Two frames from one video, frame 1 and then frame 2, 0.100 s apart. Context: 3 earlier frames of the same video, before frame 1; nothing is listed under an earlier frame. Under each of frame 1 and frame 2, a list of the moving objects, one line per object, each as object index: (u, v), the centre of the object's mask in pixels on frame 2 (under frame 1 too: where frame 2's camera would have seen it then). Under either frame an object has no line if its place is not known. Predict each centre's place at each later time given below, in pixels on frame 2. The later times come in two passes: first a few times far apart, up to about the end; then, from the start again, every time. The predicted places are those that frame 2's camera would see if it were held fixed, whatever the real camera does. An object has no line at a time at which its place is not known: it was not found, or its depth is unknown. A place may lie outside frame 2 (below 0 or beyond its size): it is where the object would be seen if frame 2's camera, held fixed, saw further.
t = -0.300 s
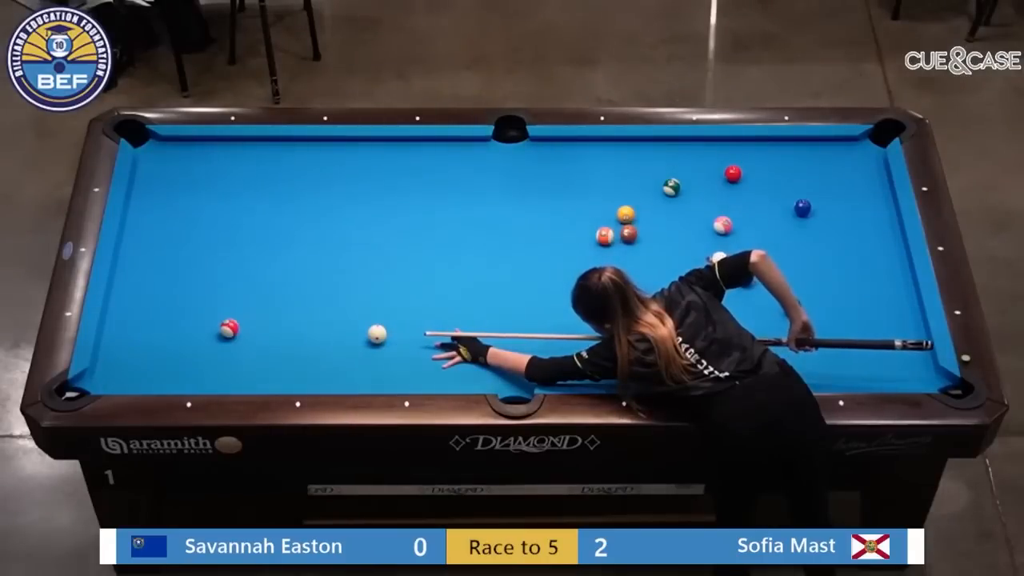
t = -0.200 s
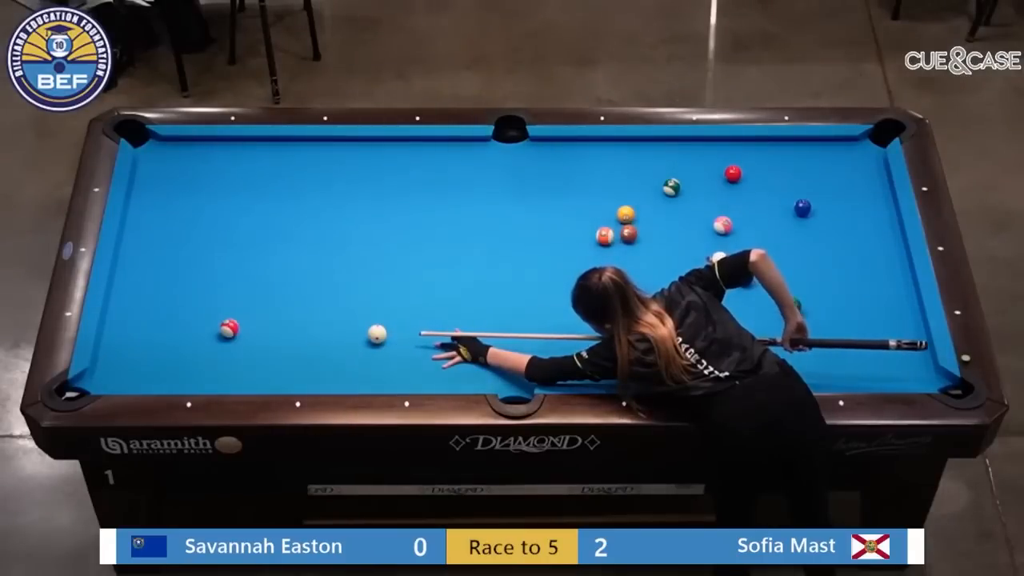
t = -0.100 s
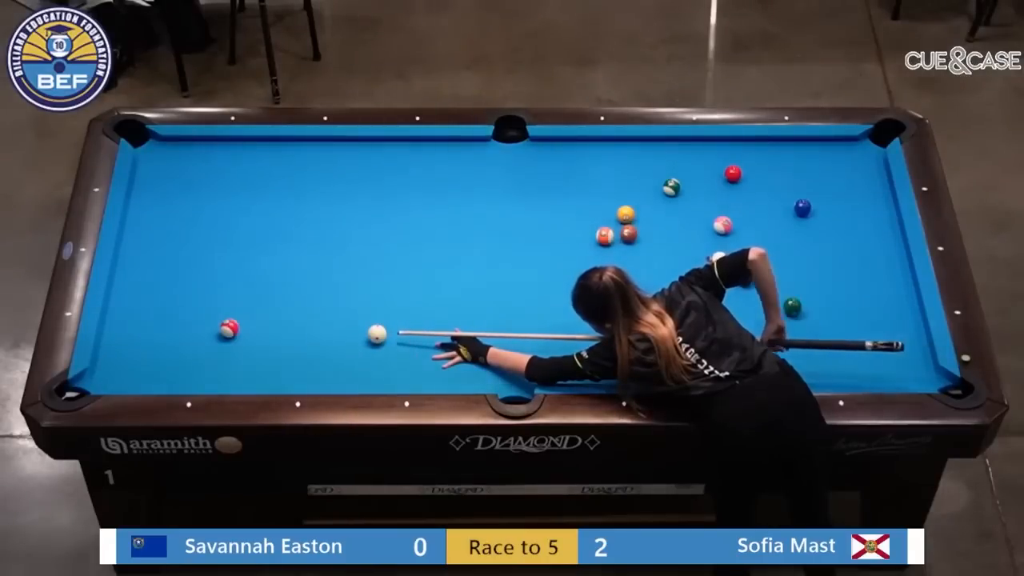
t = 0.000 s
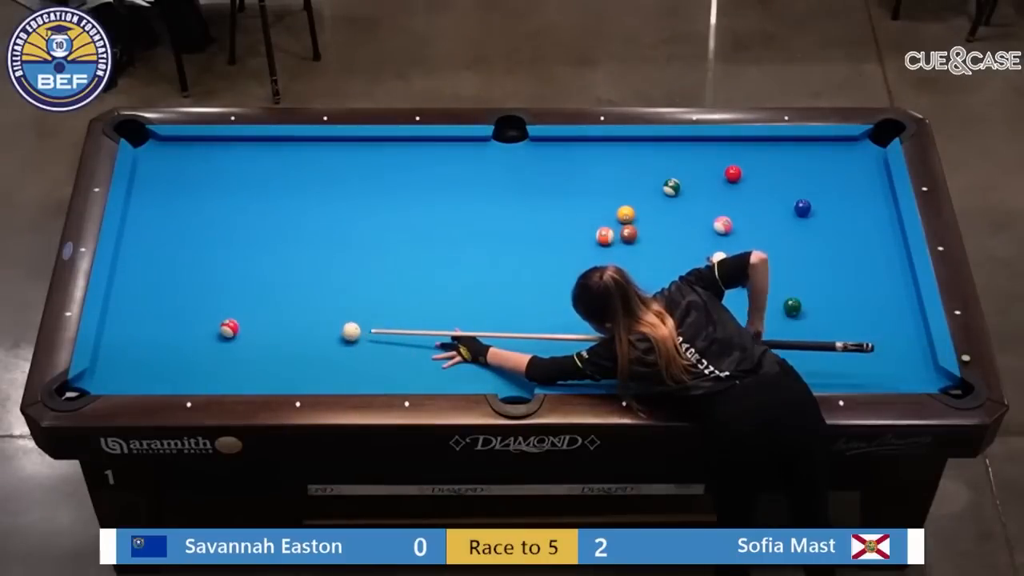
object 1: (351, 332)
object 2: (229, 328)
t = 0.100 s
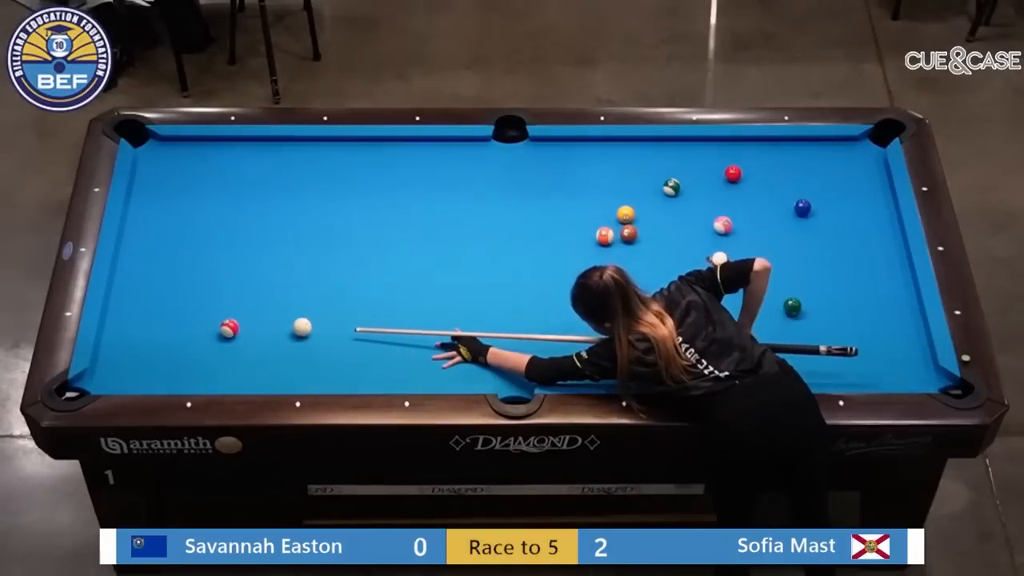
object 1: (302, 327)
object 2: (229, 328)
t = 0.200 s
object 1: (265, 324)
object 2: (229, 328)
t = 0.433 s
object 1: (219, 301)
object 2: (195, 341)
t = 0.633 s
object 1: (186, 281)
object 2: (164, 354)
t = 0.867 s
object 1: (150, 258)
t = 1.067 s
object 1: (125, 239)
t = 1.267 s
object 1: (147, 222)
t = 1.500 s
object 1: (170, 204)
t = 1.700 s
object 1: (189, 189)
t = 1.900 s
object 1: (206, 175)
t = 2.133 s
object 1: (226, 160)
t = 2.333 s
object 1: (242, 147)
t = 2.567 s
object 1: (258, 147)
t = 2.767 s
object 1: (269, 152)
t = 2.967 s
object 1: (282, 159)
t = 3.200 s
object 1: (294, 165)
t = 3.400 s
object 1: (305, 170)
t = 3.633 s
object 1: (316, 176)
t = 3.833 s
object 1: (325, 181)
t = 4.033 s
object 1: (333, 184)
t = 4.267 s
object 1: (341, 189)
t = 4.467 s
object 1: (347, 192)
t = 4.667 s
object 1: (352, 195)
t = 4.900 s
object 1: (357, 197)
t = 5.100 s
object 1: (362, 199)
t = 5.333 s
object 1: (365, 201)
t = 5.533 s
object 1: (368, 202)
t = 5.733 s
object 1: (369, 202)
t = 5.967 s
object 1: (370, 203)
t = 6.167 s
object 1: (370, 203)
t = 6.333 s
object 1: (369, 203)
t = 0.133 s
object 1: (290, 326)
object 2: (229, 328)
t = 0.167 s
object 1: (277, 325)
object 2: (229, 328)
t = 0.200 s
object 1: (265, 324)
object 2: (229, 328)
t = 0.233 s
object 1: (253, 323)
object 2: (229, 328)
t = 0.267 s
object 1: (244, 320)
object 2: (226, 329)
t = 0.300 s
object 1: (240, 316)
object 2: (219, 332)
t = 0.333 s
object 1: (235, 312)
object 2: (212, 335)
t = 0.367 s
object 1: (232, 310)
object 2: (208, 336)
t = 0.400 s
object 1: (227, 306)
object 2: (203, 338)
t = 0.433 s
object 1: (219, 301)
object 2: (195, 341)
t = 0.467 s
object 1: (213, 298)
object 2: (189, 343)
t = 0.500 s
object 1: (207, 294)
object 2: (185, 346)
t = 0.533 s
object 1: (202, 291)
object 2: (179, 348)
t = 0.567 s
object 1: (197, 287)
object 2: (174, 349)
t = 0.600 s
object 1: (191, 284)
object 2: (169, 351)
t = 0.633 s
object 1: (186, 281)
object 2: (164, 354)
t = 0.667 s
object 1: (181, 278)
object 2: (159, 355)
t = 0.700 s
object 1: (176, 274)
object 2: (154, 357)
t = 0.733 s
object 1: (170, 271)
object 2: (148, 359)
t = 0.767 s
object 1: (168, 269)
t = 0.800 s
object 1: (163, 266)
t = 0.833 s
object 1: (155, 261)
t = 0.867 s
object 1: (150, 258)
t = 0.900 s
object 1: (145, 255)
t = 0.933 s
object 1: (141, 251)
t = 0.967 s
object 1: (136, 248)
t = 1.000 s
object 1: (131, 245)
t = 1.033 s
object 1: (126, 242)
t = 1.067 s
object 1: (125, 239)
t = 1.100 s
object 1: (129, 236)
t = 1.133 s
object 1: (133, 234)
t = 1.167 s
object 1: (135, 232)
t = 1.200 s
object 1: (139, 229)
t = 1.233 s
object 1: (144, 225)
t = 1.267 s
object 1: (147, 222)
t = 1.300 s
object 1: (151, 220)
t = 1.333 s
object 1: (154, 217)
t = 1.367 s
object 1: (157, 215)
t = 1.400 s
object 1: (160, 212)
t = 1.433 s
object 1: (164, 209)
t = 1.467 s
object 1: (167, 207)
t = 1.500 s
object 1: (170, 204)
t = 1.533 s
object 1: (173, 202)
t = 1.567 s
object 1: (175, 200)
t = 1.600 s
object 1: (178, 198)
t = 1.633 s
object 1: (183, 194)
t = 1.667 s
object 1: (186, 192)
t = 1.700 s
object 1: (189, 189)
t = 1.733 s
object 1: (192, 187)
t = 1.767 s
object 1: (195, 184)
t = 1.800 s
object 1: (198, 182)
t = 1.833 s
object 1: (201, 180)
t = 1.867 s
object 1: (204, 177)
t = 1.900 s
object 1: (206, 175)
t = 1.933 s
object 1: (209, 173)
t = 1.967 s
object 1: (211, 172)
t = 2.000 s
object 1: (214, 169)
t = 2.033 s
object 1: (218, 166)
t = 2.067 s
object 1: (221, 164)
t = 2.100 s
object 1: (223, 162)
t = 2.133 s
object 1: (226, 160)
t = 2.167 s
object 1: (229, 158)
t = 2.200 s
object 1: (231, 156)
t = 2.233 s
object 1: (233, 155)
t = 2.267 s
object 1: (237, 151)
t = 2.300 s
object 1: (239, 149)
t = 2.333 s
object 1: (242, 147)
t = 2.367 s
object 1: (243, 146)
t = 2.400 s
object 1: (246, 144)
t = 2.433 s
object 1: (249, 142)
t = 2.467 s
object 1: (251, 144)
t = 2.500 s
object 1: (254, 145)
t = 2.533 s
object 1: (256, 146)
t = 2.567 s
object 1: (258, 147)
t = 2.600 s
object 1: (260, 148)
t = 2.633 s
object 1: (262, 149)
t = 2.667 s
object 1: (264, 150)
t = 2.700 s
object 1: (266, 151)
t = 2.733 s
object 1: (268, 152)
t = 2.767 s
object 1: (269, 152)
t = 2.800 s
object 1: (271, 153)
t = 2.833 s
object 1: (274, 155)
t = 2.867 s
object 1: (276, 156)
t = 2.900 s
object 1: (278, 157)
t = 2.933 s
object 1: (280, 158)
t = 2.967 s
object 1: (282, 159)
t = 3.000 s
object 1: (283, 159)
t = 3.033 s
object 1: (286, 161)
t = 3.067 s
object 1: (288, 162)
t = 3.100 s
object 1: (290, 163)
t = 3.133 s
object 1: (291, 164)
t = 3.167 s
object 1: (292, 164)
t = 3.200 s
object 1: (294, 165)
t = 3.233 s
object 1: (297, 166)
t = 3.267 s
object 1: (299, 167)
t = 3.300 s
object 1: (300, 168)
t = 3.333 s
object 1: (302, 169)
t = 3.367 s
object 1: (304, 170)
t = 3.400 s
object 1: (305, 170)
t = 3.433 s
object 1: (307, 171)
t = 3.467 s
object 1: (308, 172)
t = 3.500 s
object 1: (310, 173)
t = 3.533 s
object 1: (311, 174)
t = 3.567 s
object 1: (312, 174)
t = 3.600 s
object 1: (314, 175)
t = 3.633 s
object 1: (316, 176)
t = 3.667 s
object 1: (318, 177)
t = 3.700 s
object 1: (319, 177)
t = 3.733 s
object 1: (321, 178)
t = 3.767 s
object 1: (322, 179)
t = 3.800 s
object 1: (323, 180)
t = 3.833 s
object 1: (325, 181)
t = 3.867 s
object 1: (326, 181)
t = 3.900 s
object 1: (328, 182)
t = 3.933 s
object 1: (329, 182)
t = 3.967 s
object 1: (329, 183)
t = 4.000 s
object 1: (331, 184)
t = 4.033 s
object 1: (333, 184)
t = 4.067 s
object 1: (334, 185)
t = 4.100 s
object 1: (335, 186)
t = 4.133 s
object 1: (336, 186)
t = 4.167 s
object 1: (337, 187)
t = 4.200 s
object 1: (338, 188)
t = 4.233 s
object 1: (340, 188)
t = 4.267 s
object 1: (341, 189)
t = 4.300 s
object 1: (342, 189)
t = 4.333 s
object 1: (343, 190)
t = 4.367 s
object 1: (343, 190)
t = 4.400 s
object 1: (344, 191)
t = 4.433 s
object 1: (346, 192)
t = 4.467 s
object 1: (347, 192)
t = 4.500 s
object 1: (347, 193)
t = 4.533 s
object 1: (348, 193)
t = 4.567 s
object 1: (349, 194)
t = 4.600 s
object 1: (350, 194)
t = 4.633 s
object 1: (351, 194)
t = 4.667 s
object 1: (352, 195)
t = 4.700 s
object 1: (353, 195)
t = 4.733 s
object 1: (354, 196)
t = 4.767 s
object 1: (354, 196)
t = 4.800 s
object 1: (355, 196)
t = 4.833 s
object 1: (356, 197)
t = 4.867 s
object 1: (357, 197)
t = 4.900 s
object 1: (357, 197)
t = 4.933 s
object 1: (358, 198)
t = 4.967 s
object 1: (359, 198)
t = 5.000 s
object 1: (360, 198)
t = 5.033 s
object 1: (360, 199)
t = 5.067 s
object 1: (361, 199)
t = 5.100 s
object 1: (362, 199)
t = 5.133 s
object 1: (362, 200)
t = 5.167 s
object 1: (362, 200)
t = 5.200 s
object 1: (363, 200)
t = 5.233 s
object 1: (364, 200)
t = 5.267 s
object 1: (364, 200)
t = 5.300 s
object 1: (365, 201)
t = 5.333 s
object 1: (365, 201)
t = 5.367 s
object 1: (366, 201)
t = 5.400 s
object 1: (366, 201)
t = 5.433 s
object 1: (367, 201)
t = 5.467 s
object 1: (367, 202)
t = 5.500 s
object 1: (367, 202)
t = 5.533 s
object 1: (368, 202)
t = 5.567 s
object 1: (368, 202)
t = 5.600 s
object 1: (368, 202)
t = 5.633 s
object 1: (368, 202)
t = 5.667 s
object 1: (369, 202)
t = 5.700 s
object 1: (369, 202)
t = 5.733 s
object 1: (369, 202)
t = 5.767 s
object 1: (369, 203)
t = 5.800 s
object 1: (370, 203)
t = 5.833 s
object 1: (370, 203)
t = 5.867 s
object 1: (370, 203)
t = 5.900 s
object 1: (370, 203)
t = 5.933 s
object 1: (370, 203)
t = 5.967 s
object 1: (370, 203)
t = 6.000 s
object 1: (370, 203)
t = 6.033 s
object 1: (370, 203)
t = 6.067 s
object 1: (370, 203)
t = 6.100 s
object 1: (370, 203)
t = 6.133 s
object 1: (370, 203)
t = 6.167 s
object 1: (370, 203)
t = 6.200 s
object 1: (370, 203)
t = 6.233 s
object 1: (370, 203)
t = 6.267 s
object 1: (370, 203)
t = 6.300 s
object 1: (369, 203)
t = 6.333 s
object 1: (369, 203)
